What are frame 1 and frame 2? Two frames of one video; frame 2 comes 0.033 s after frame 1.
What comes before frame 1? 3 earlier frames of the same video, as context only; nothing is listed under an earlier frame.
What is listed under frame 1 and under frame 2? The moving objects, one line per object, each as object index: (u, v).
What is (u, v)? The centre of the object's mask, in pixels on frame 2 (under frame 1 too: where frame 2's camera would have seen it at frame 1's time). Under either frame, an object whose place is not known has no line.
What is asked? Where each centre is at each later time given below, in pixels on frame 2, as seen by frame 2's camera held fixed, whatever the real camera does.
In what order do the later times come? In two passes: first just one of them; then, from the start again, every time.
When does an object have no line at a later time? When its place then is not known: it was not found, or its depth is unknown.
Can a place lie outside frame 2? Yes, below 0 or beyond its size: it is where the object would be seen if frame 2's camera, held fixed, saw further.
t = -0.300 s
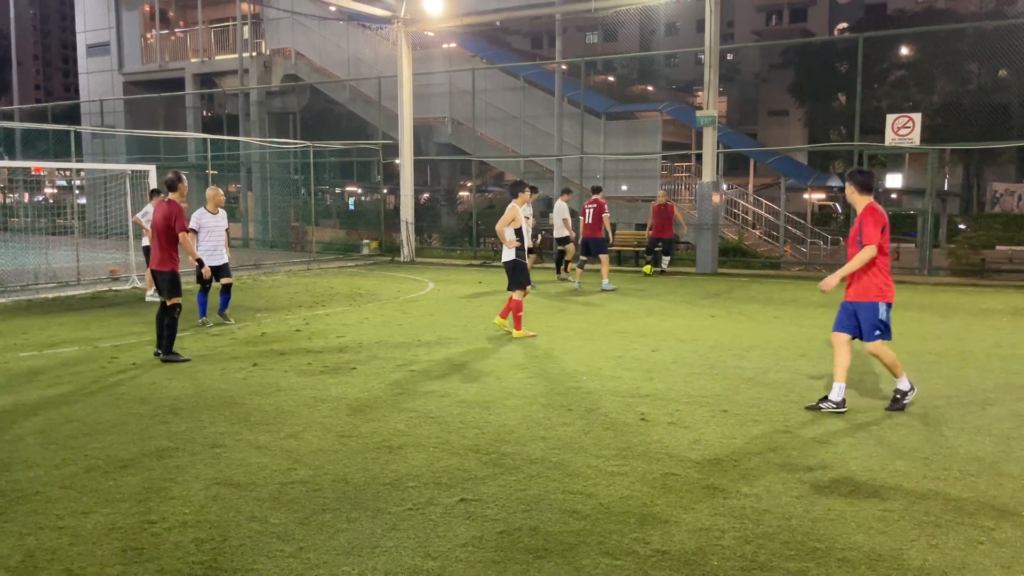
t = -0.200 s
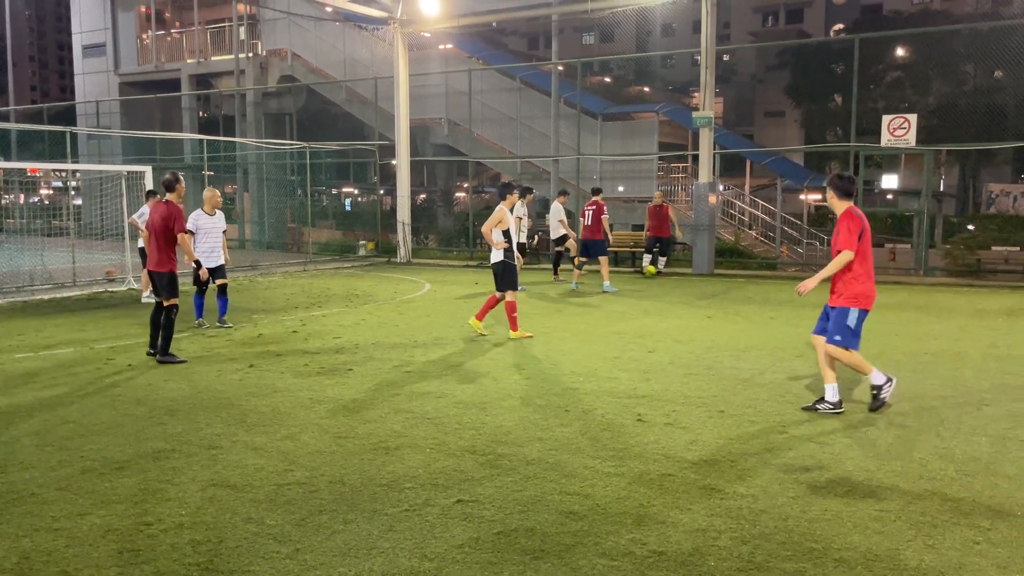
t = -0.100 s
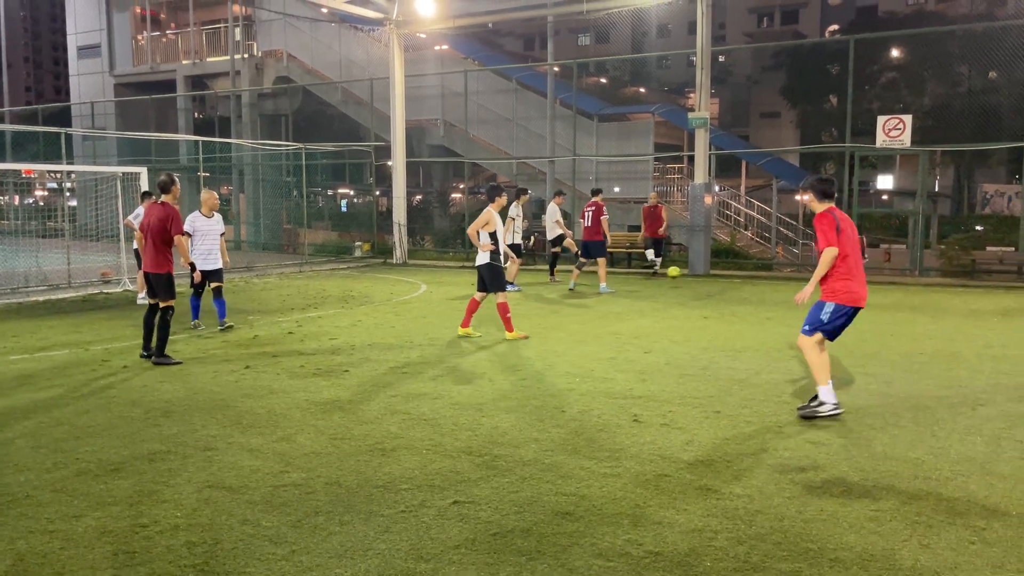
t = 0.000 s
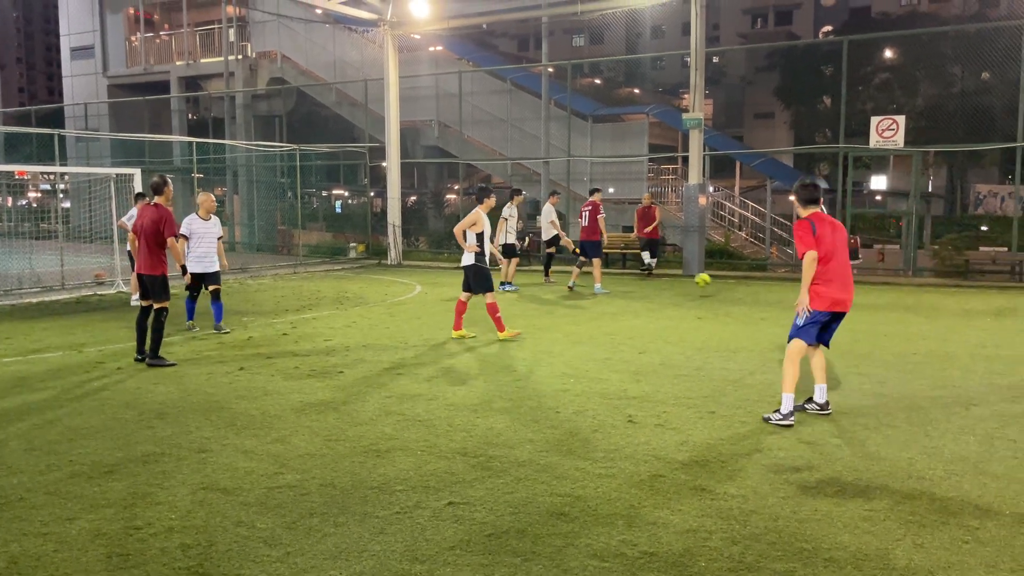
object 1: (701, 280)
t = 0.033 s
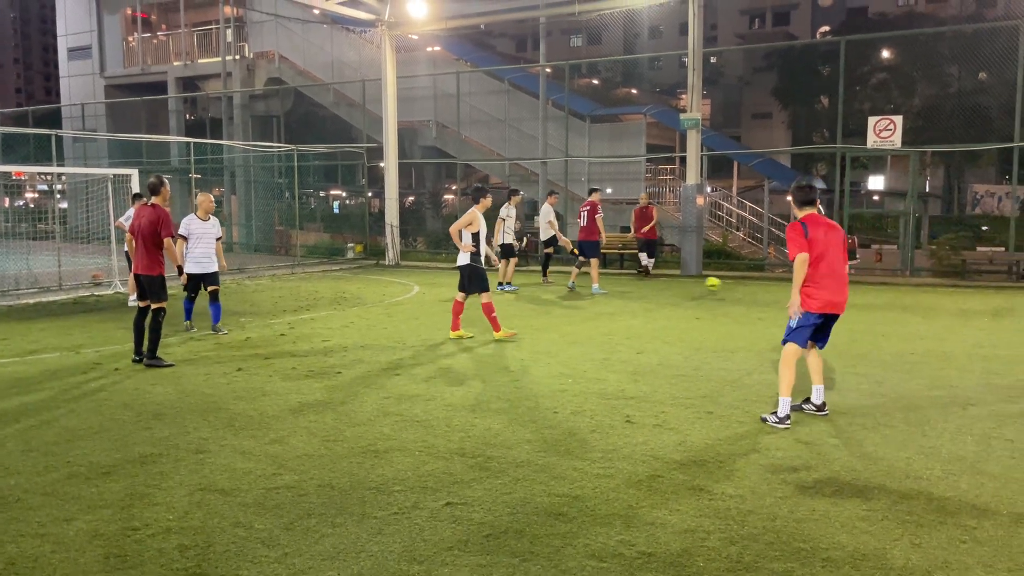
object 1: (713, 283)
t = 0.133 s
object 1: (756, 300)
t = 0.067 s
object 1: (727, 289)
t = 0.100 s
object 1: (741, 295)
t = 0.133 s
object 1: (756, 300)
